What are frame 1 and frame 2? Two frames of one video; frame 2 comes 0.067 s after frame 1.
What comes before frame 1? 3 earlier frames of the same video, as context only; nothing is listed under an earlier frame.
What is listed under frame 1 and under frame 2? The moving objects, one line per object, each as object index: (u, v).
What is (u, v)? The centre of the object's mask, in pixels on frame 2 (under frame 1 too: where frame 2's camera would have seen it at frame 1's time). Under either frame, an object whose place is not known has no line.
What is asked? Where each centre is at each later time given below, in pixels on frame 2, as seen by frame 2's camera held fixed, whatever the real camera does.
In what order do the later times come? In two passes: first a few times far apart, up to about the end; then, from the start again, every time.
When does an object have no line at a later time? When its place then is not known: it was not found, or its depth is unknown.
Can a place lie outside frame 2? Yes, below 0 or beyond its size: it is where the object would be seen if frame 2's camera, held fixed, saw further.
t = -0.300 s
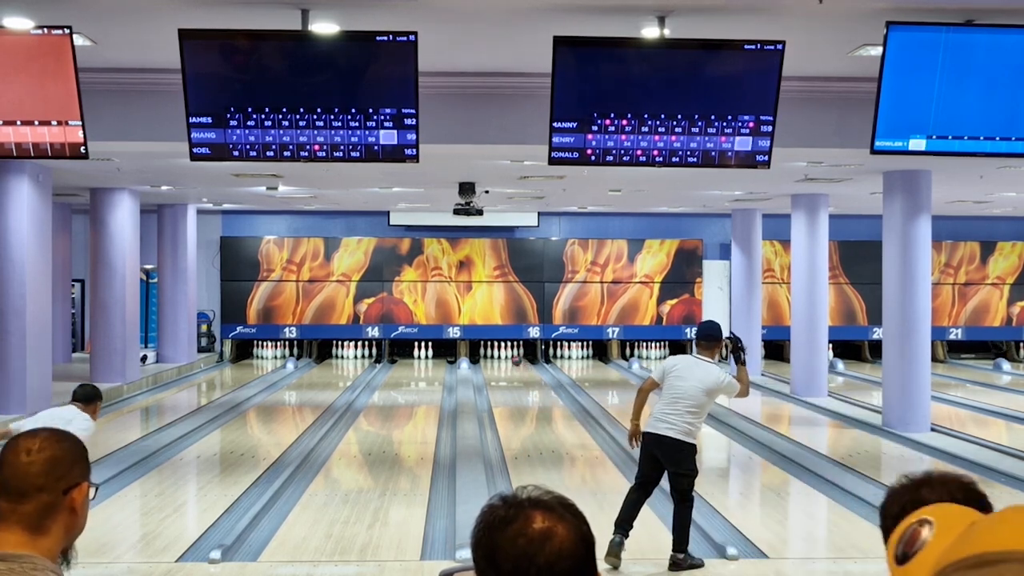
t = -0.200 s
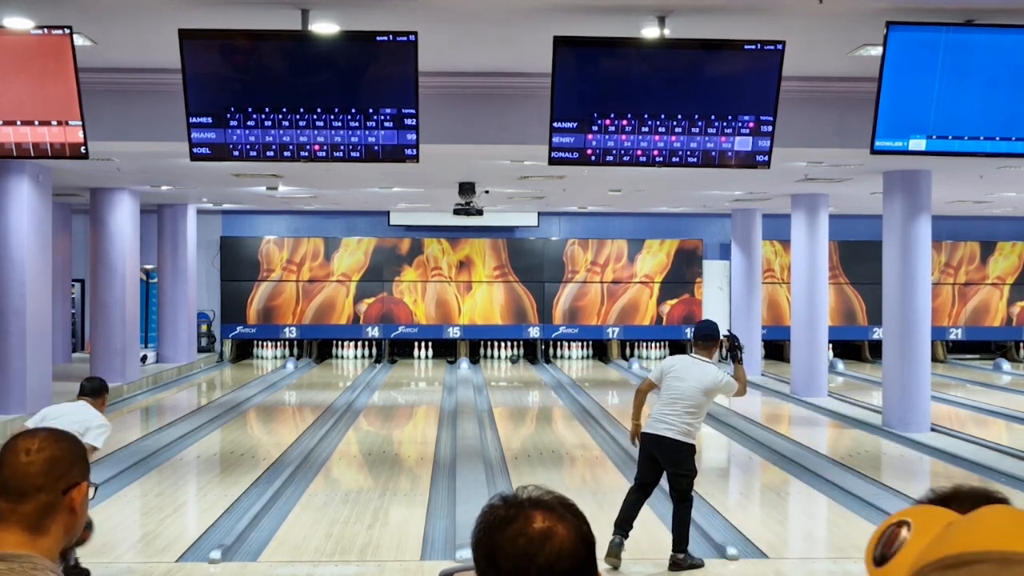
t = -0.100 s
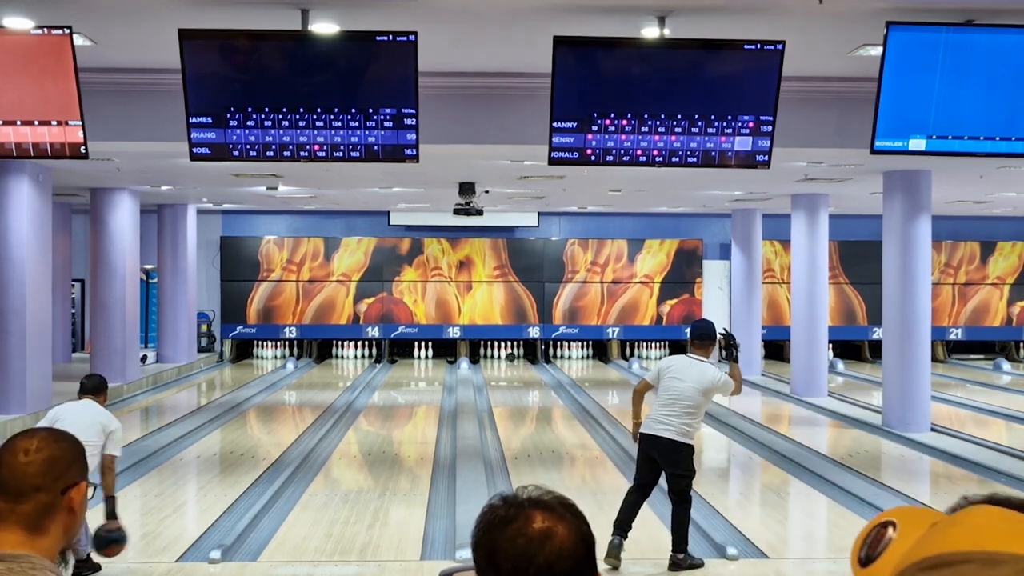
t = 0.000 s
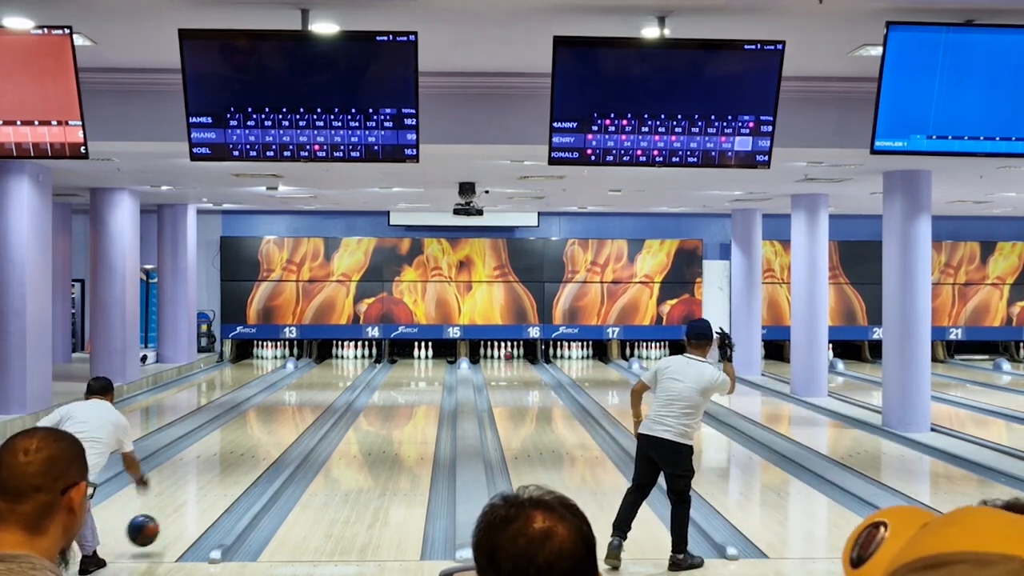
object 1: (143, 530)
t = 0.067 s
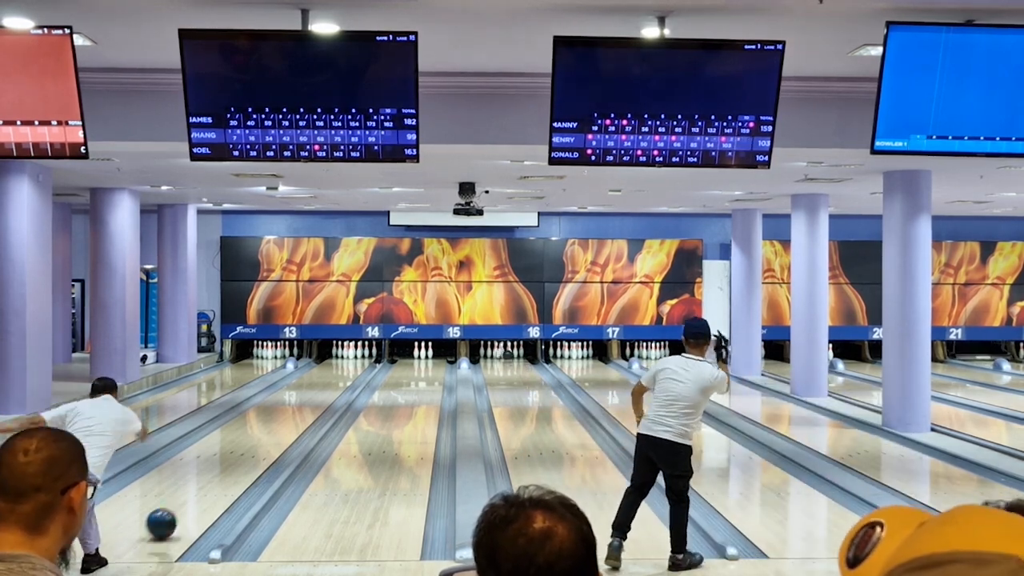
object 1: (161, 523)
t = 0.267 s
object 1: (206, 488)
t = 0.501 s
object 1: (243, 459)
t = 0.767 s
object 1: (275, 433)
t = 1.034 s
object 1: (298, 415)
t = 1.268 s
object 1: (314, 402)
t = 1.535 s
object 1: (327, 390)
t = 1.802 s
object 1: (338, 380)
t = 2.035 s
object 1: (345, 373)
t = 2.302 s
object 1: (351, 366)
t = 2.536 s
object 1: (354, 362)
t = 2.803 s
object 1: (357, 357)
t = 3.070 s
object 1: (360, 353)
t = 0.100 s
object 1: (170, 516)
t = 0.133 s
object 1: (177, 510)
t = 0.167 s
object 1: (185, 505)
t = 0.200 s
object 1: (193, 499)
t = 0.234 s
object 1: (199, 493)
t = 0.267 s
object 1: (206, 488)
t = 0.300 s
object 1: (212, 484)
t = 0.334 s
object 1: (218, 479)
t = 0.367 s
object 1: (223, 475)
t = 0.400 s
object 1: (229, 470)
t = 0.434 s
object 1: (234, 466)
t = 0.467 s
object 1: (239, 462)
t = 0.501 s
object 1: (243, 459)
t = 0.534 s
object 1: (248, 455)
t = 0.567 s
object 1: (252, 452)
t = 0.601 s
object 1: (256, 448)
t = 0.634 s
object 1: (260, 445)
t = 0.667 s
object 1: (264, 442)
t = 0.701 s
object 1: (268, 439)
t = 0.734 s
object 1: (271, 437)
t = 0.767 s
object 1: (275, 433)
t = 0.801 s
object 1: (278, 431)
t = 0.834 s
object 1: (281, 428)
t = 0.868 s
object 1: (284, 426)
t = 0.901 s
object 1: (287, 423)
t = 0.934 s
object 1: (290, 421)
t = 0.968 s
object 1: (293, 419)
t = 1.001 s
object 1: (296, 417)
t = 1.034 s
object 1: (298, 415)
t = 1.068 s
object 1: (300, 413)
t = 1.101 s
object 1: (303, 411)
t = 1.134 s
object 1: (305, 409)
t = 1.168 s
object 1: (307, 407)
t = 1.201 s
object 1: (310, 405)
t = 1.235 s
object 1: (311, 403)
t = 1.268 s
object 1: (314, 402)
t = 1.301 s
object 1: (315, 400)
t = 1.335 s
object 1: (317, 399)
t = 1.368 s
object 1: (319, 397)
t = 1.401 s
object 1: (321, 396)
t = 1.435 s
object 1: (322, 394)
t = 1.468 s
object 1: (324, 393)
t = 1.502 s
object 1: (326, 391)
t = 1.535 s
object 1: (327, 390)
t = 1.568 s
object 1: (329, 389)
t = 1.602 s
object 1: (330, 387)
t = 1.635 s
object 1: (332, 386)
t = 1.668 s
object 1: (333, 385)
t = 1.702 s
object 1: (334, 384)
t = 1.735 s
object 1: (335, 383)
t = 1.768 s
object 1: (337, 382)
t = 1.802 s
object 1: (338, 380)
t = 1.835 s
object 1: (339, 379)
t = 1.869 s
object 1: (340, 378)
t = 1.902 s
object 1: (341, 377)
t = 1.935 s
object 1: (342, 376)
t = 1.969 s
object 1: (343, 375)
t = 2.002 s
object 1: (344, 374)
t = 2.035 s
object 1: (345, 373)
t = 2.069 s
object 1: (346, 372)
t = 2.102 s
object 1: (347, 372)
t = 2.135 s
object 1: (348, 370)
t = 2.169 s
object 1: (348, 370)
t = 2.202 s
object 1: (349, 369)
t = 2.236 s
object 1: (350, 368)
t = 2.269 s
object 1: (350, 367)
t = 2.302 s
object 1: (351, 366)
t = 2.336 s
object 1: (352, 366)
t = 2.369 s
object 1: (352, 365)
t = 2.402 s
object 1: (353, 364)
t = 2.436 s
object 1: (353, 363)
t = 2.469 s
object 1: (353, 363)
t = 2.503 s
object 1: (354, 362)
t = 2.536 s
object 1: (354, 362)
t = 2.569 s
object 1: (354, 361)
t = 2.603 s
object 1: (355, 361)
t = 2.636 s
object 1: (355, 360)
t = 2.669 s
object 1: (355, 359)
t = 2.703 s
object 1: (356, 359)
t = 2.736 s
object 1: (356, 358)
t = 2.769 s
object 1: (356, 357)
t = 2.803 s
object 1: (357, 357)
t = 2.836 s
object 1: (357, 356)
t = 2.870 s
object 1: (357, 356)
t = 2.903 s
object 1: (358, 355)
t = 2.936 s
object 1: (357, 355)
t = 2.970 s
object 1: (359, 354)
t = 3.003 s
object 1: (359, 354)
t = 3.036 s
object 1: (359, 353)
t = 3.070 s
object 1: (360, 353)
